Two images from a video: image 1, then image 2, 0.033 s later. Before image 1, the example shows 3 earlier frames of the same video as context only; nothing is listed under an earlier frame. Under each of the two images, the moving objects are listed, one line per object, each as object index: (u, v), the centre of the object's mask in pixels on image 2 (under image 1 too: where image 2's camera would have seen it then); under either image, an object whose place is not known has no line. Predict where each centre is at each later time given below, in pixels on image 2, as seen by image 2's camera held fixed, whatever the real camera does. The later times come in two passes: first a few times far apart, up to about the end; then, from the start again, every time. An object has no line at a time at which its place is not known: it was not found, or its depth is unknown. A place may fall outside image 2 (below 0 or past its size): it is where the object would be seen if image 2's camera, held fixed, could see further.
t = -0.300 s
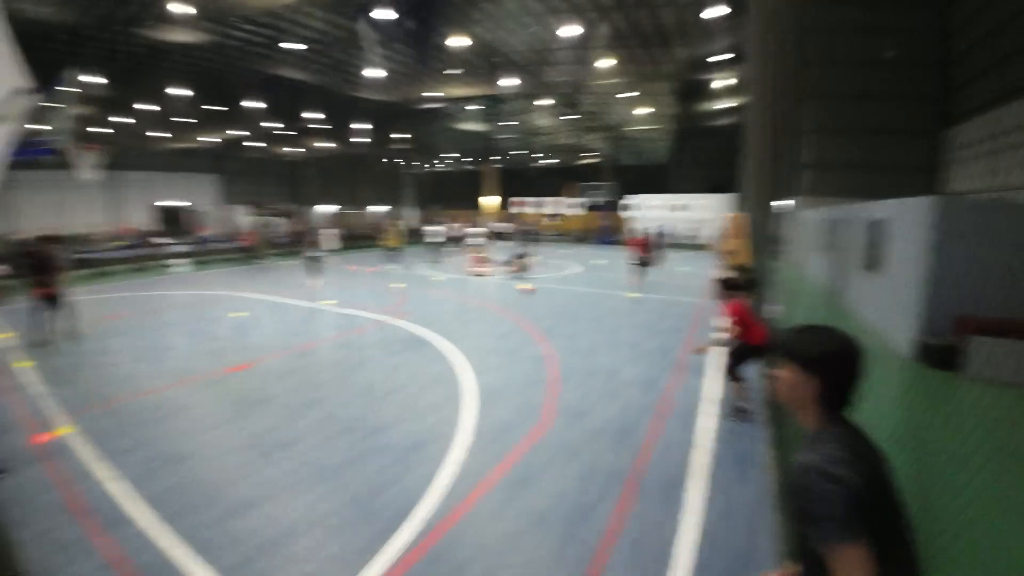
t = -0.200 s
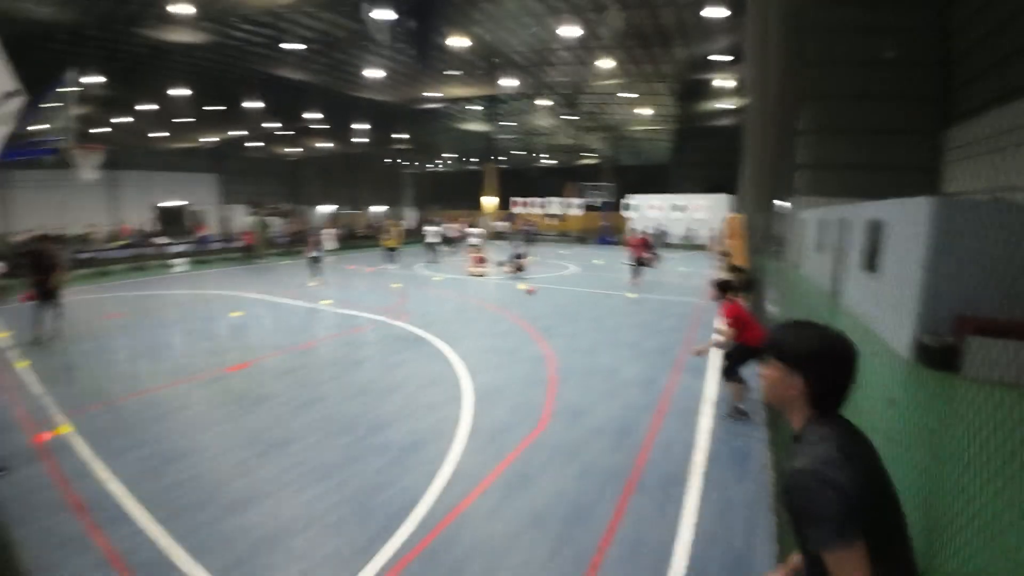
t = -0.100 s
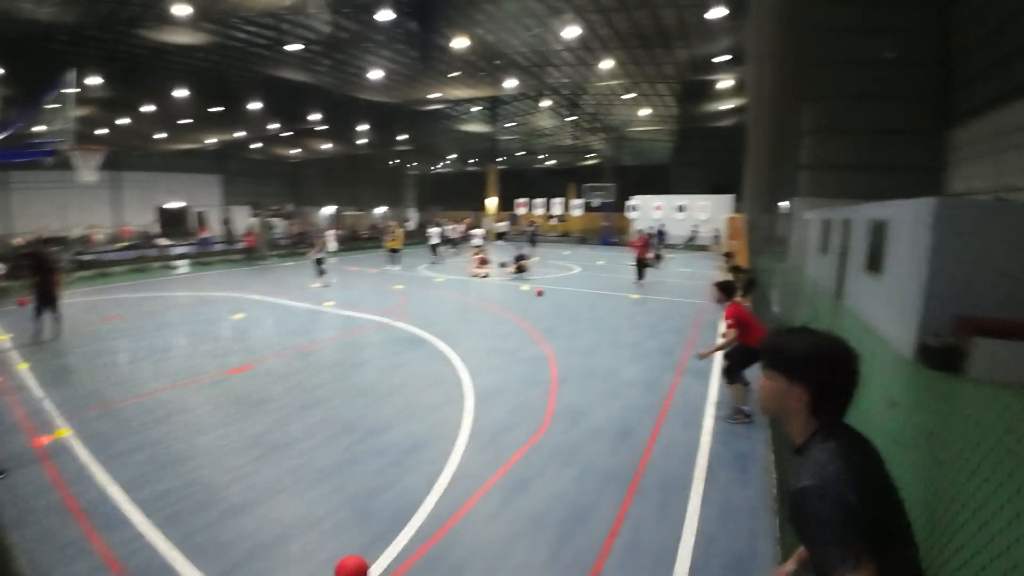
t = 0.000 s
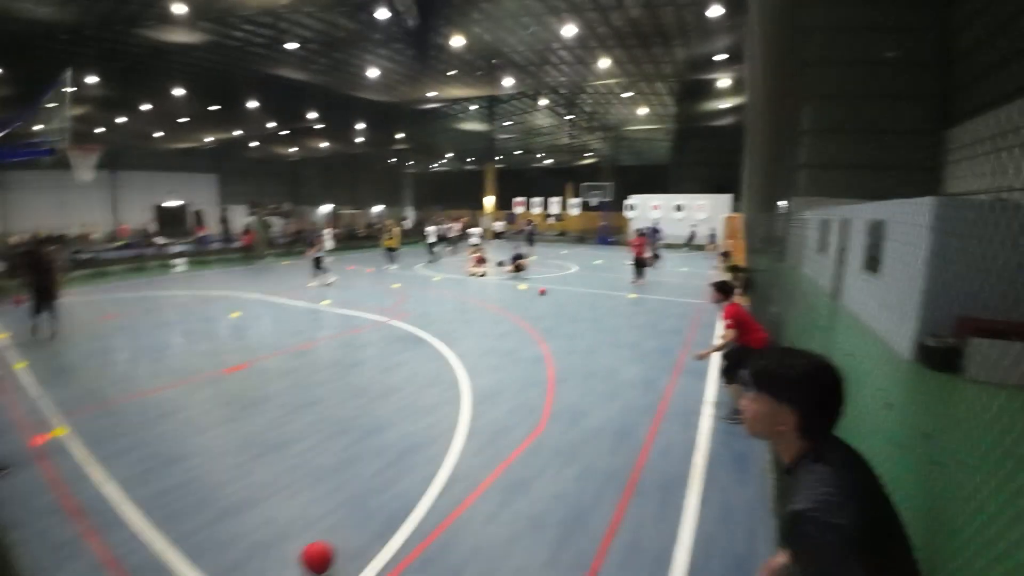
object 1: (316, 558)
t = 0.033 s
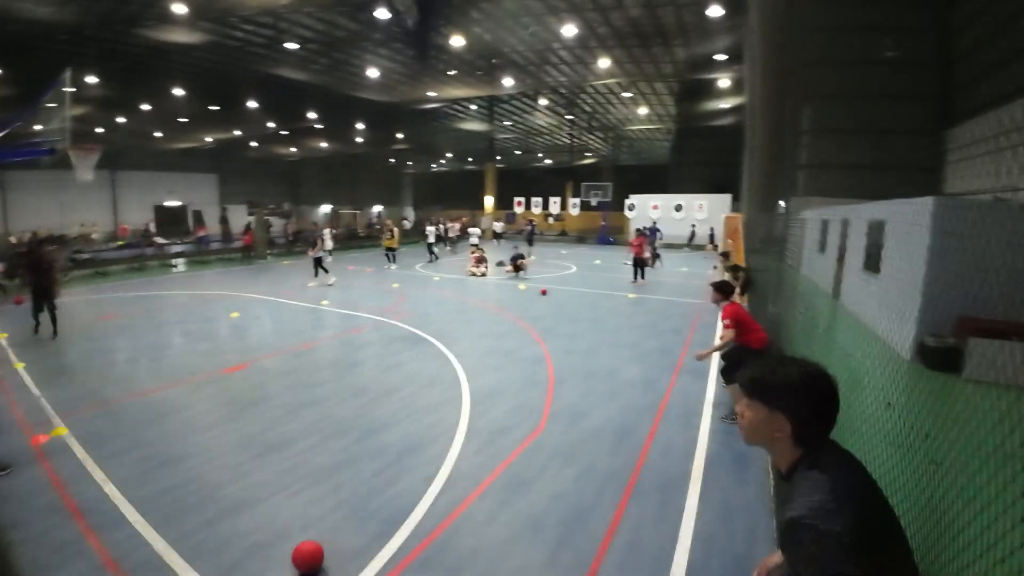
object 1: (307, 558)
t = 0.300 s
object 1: (247, 507)
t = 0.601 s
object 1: (192, 474)
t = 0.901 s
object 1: (159, 444)
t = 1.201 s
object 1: (135, 422)
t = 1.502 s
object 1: (118, 403)
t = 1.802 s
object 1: (109, 388)
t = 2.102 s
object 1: (95, 377)
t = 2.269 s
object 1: (92, 371)
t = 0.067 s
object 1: (298, 551)
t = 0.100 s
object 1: (289, 540)
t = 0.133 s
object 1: (282, 533)
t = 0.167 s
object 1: (274, 528)
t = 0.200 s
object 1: (267, 523)
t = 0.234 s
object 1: (261, 520)
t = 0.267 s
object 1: (255, 515)
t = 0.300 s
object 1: (247, 507)
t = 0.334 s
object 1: (240, 500)
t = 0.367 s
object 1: (233, 496)
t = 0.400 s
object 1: (227, 494)
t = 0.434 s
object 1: (221, 492)
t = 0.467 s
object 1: (215, 487)
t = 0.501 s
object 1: (209, 483)
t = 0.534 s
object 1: (203, 480)
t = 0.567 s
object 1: (198, 478)
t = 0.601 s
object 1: (192, 474)
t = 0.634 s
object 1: (187, 470)
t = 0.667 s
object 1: (183, 467)
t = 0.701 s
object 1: (179, 464)
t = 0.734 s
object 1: (175, 460)
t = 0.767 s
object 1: (172, 457)
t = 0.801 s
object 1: (168, 454)
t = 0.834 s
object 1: (165, 451)
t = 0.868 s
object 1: (162, 448)
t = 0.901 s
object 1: (159, 444)
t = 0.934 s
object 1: (157, 441)
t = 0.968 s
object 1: (154, 438)
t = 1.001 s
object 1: (152, 436)
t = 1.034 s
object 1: (149, 433)
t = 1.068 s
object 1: (146, 431)
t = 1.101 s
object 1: (143, 428)
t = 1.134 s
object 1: (140, 426)
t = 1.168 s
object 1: (138, 424)
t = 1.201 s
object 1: (135, 422)
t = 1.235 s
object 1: (133, 420)
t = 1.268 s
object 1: (131, 418)
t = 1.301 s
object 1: (129, 416)
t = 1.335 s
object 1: (127, 413)
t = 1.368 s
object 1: (125, 411)
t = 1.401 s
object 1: (123, 409)
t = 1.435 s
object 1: (121, 407)
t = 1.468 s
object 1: (120, 405)
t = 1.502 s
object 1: (118, 403)
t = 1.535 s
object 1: (117, 402)
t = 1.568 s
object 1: (116, 400)
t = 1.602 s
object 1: (115, 399)
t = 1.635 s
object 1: (115, 397)
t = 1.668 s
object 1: (114, 395)
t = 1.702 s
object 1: (112, 393)
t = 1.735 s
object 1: (112, 391)
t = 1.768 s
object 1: (110, 390)
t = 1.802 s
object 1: (109, 388)
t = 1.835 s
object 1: (106, 386)
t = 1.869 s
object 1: (104, 386)
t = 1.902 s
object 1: (103, 384)
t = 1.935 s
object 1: (101, 383)
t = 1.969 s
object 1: (100, 382)
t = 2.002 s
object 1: (99, 381)
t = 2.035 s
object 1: (96, 380)
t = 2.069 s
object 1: (96, 378)
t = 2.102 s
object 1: (95, 377)
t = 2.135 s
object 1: (94, 376)
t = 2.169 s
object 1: (94, 375)
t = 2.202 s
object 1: (93, 374)
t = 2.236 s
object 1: (93, 372)
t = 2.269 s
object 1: (92, 371)
